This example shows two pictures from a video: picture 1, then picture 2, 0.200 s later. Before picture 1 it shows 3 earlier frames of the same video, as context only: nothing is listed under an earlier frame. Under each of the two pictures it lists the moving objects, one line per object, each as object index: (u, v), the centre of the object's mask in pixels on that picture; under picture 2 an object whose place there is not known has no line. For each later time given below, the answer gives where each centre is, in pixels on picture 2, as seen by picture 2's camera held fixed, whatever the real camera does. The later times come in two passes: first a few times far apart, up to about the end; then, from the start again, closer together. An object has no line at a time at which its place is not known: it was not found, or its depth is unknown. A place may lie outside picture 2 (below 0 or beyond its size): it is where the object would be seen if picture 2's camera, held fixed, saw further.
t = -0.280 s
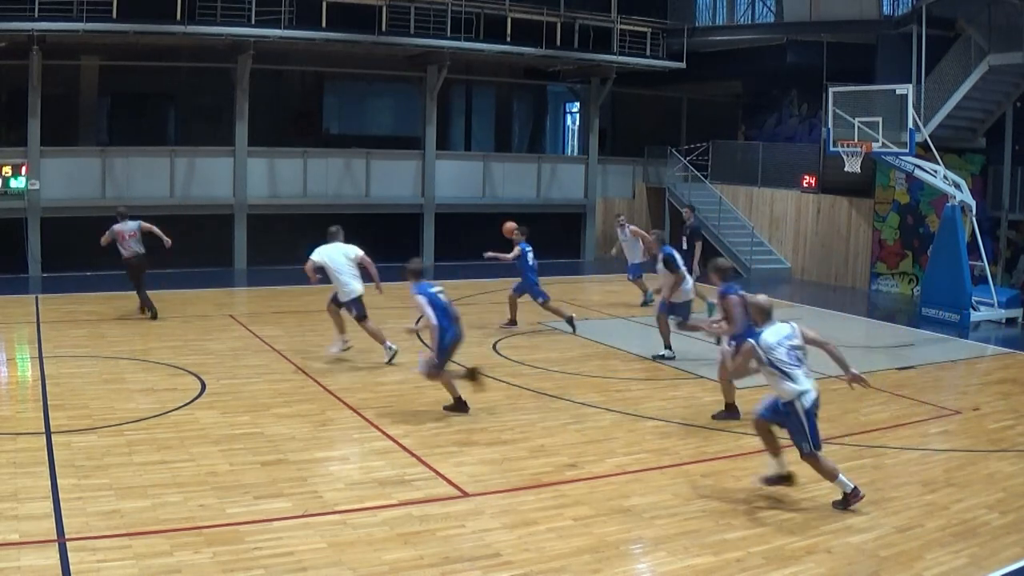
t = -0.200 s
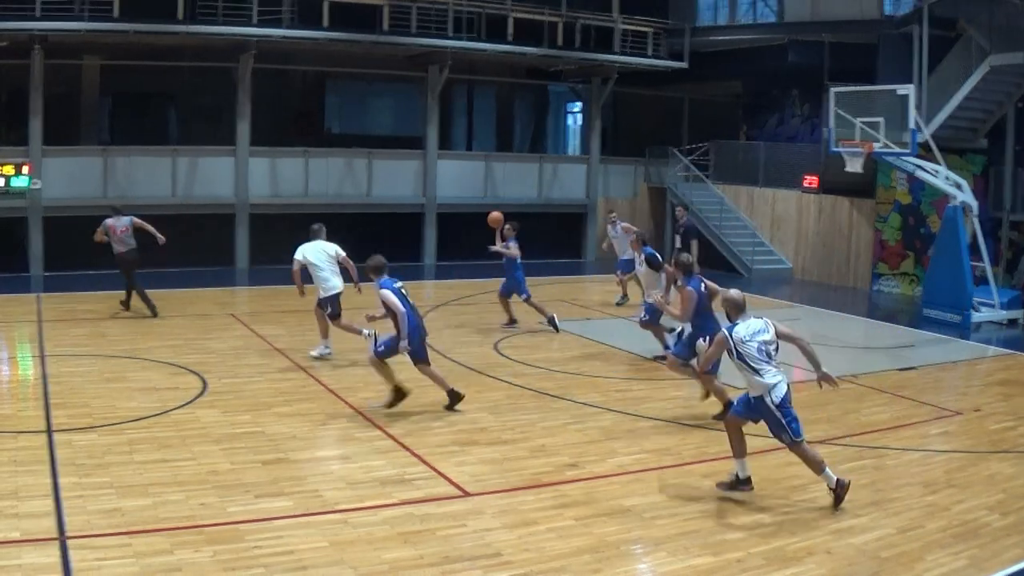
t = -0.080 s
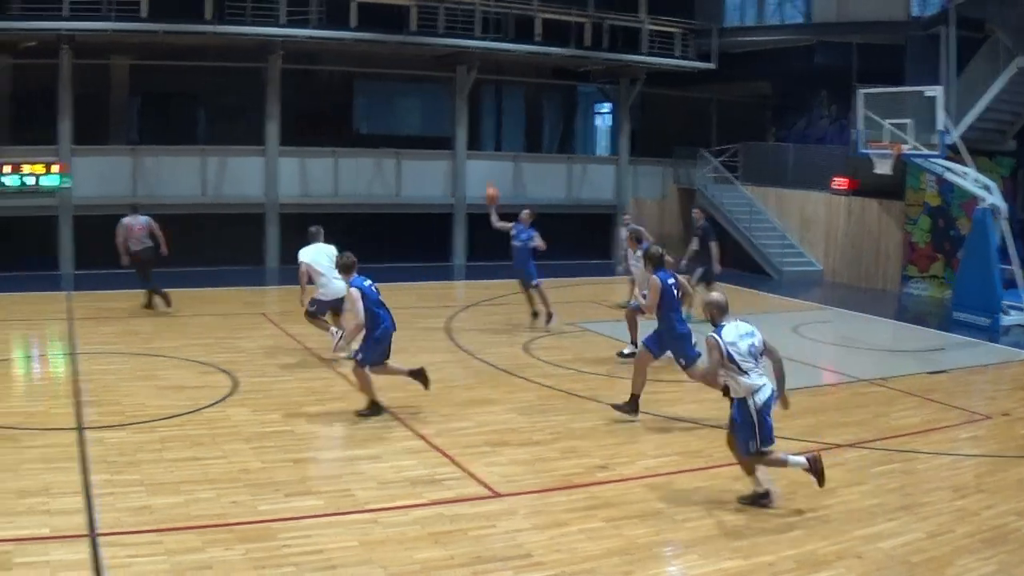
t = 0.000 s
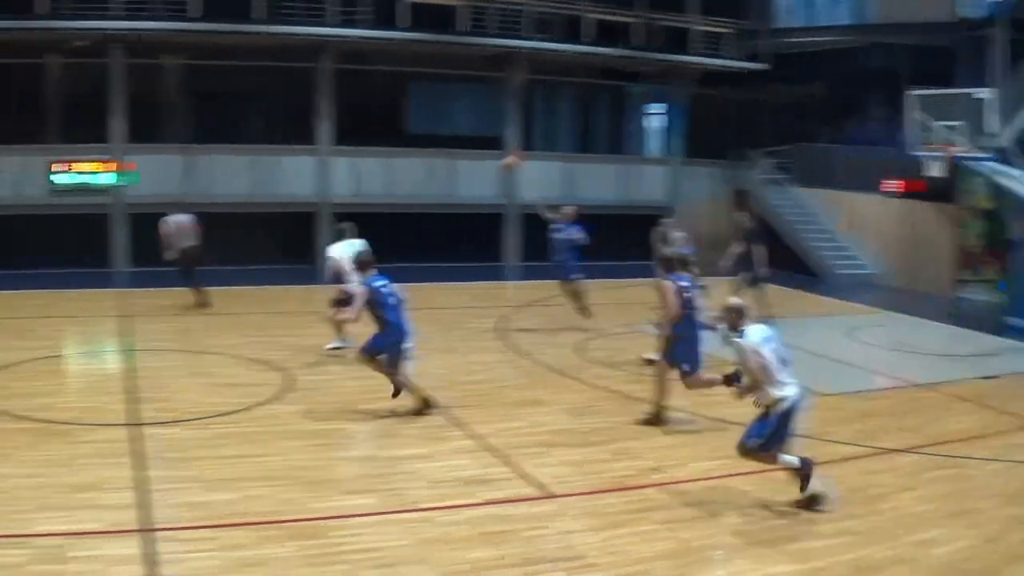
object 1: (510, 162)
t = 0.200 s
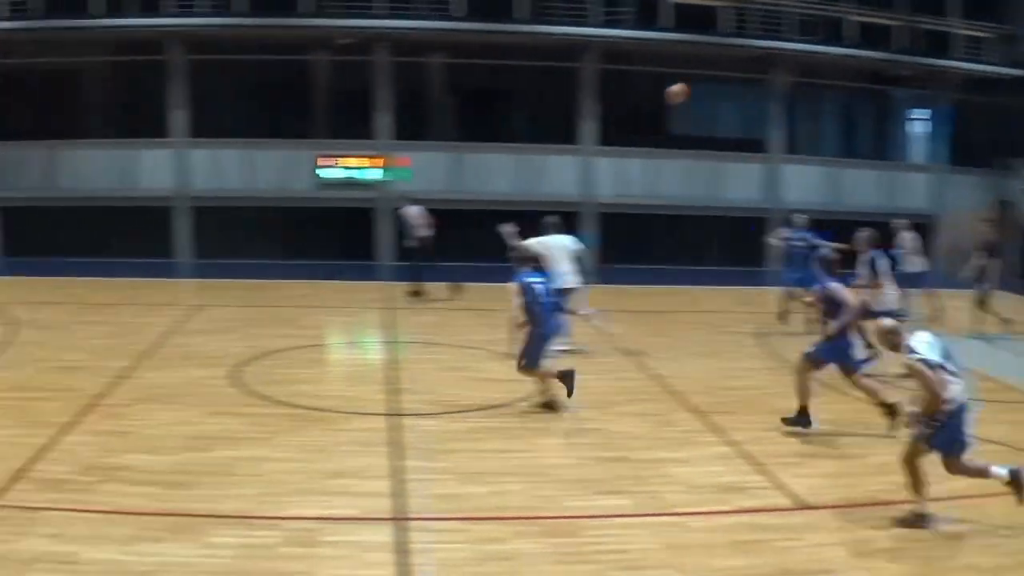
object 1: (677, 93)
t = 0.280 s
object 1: (631, 73)
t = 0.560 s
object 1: (451, 24)
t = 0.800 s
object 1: (300, 34)
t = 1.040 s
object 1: (119, 85)
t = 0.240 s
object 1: (654, 83)
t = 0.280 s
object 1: (631, 73)
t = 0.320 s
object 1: (606, 63)
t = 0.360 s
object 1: (581, 53)
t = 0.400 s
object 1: (556, 46)
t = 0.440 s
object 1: (530, 39)
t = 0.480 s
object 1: (504, 33)
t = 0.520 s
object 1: (477, 28)
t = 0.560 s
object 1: (451, 24)
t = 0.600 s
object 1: (427, 23)
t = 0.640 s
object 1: (405, 23)
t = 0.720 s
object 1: (357, 28)
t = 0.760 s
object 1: (328, 31)
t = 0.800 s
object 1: (300, 34)
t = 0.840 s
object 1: (271, 39)
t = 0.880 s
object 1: (241, 45)
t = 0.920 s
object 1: (209, 52)
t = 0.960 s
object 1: (180, 60)
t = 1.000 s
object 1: (149, 72)
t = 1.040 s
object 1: (119, 85)
